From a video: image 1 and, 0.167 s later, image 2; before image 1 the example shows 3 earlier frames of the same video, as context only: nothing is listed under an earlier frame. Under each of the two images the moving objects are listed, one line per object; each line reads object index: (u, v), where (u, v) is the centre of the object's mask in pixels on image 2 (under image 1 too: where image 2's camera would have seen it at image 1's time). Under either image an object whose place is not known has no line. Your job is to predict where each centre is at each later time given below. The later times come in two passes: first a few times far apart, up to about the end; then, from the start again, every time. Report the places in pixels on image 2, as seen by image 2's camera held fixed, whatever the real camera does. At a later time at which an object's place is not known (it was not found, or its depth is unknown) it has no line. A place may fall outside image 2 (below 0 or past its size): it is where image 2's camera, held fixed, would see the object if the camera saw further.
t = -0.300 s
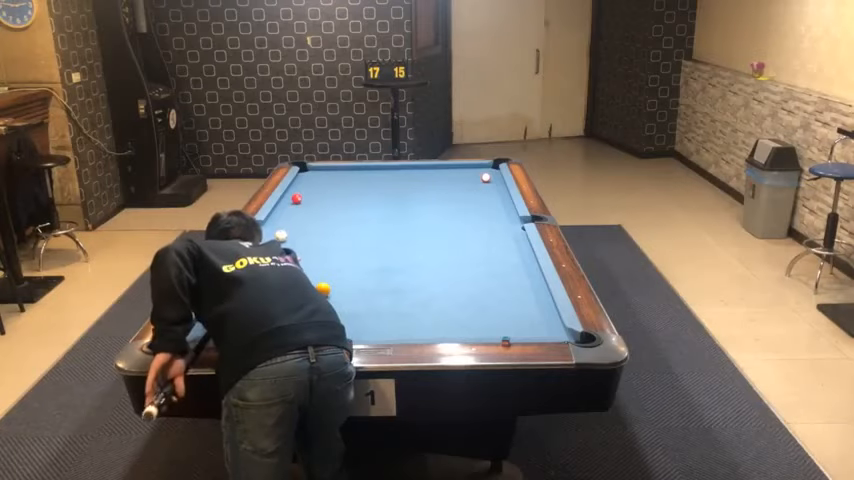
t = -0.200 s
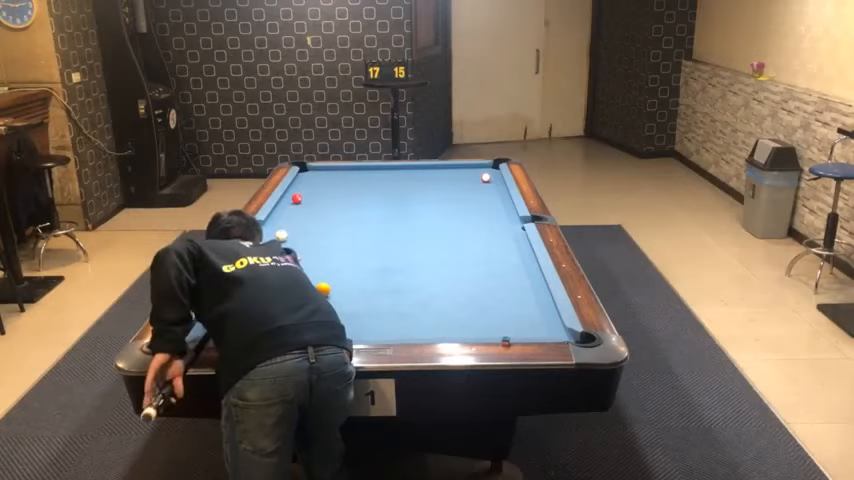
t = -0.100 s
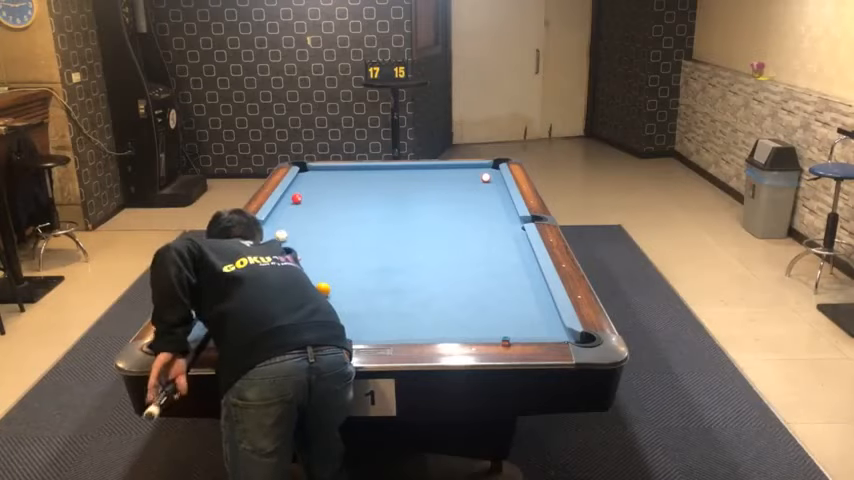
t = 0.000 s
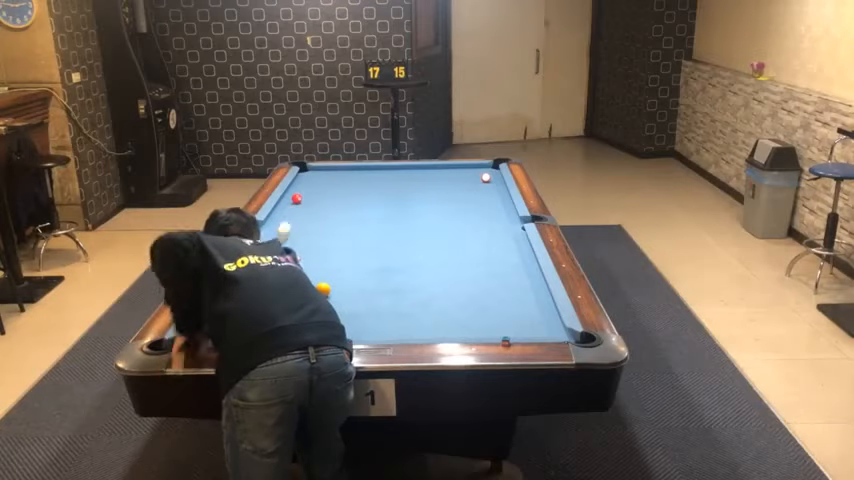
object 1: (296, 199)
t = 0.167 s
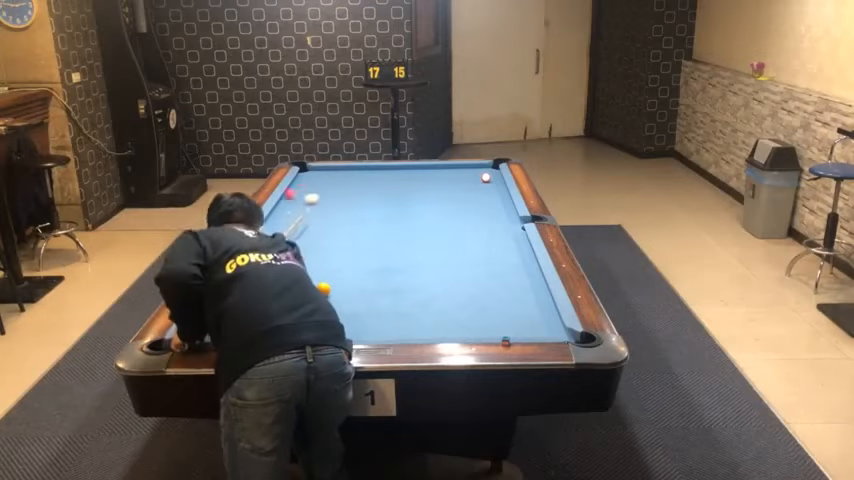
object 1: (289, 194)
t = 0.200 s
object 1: (292, 191)
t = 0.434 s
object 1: (335, 177)
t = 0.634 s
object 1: (362, 168)
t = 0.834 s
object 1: (387, 171)
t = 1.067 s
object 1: (418, 177)
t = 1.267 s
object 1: (445, 180)
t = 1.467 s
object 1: (473, 184)
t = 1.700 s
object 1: (501, 190)
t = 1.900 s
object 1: (487, 195)
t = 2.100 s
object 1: (473, 201)
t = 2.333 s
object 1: (456, 208)
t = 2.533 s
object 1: (441, 214)
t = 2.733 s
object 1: (427, 221)
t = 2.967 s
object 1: (409, 228)
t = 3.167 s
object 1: (393, 235)
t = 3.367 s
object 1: (377, 241)
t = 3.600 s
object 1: (358, 249)
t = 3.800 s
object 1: (343, 255)
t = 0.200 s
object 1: (292, 191)
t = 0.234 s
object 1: (299, 188)
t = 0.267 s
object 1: (307, 186)
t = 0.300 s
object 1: (314, 183)
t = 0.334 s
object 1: (319, 182)
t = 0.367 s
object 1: (325, 180)
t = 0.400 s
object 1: (330, 179)
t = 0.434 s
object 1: (335, 177)
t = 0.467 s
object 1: (339, 176)
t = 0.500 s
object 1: (344, 174)
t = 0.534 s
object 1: (348, 172)
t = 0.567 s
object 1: (353, 171)
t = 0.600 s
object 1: (357, 170)
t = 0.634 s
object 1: (362, 168)
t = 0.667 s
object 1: (365, 168)
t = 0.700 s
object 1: (370, 168)
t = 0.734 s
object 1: (374, 168)
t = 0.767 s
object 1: (378, 169)
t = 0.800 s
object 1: (382, 170)
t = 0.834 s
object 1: (387, 171)
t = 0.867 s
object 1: (391, 172)
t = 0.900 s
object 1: (396, 172)
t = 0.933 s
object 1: (400, 173)
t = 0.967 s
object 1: (404, 174)
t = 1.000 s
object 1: (409, 174)
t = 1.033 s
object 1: (413, 175)
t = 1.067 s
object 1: (418, 177)
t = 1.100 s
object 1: (422, 177)
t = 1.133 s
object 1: (427, 177)
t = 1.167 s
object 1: (432, 178)
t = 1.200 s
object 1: (436, 179)
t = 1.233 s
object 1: (441, 180)
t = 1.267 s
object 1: (445, 180)
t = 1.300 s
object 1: (449, 180)
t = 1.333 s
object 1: (455, 181)
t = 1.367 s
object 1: (459, 182)
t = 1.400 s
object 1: (464, 183)
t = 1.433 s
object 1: (469, 184)
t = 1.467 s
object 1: (473, 184)
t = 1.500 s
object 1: (478, 185)
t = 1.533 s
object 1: (483, 186)
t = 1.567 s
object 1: (489, 187)
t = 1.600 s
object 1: (493, 188)
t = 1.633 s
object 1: (498, 188)
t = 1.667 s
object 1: (502, 189)
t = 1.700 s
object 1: (501, 190)
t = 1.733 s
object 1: (498, 191)
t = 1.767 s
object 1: (497, 192)
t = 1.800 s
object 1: (494, 193)
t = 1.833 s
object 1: (491, 194)
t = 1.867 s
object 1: (489, 195)
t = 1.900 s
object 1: (487, 195)
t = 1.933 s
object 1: (484, 197)
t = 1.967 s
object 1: (482, 197)
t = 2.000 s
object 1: (480, 198)
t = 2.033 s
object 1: (478, 199)
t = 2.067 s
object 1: (475, 200)
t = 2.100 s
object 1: (473, 201)
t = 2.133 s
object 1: (471, 202)
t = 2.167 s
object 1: (468, 203)
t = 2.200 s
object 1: (466, 204)
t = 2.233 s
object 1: (463, 205)
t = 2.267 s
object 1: (461, 206)
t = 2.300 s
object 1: (459, 207)
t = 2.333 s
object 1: (456, 208)
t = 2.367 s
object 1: (454, 209)
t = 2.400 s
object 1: (451, 210)
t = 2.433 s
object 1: (449, 211)
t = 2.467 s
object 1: (446, 212)
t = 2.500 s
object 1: (444, 213)
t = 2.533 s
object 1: (441, 214)
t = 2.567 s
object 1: (439, 216)
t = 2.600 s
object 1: (437, 216)
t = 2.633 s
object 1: (434, 217)
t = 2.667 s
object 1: (432, 218)
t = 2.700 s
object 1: (429, 219)
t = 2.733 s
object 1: (427, 221)
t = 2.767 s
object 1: (424, 222)
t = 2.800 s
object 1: (422, 223)
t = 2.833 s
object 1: (419, 223)
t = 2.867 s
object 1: (417, 225)
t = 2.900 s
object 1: (414, 226)
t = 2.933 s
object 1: (412, 227)
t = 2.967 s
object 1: (409, 228)
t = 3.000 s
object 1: (406, 230)
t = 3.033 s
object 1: (404, 231)
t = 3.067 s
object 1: (401, 231)
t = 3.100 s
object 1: (399, 232)
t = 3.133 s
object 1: (396, 234)
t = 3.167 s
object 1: (393, 235)
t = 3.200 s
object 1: (391, 236)
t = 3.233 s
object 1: (388, 237)
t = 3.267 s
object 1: (385, 238)
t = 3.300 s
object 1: (383, 239)
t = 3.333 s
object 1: (380, 240)
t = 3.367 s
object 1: (377, 241)
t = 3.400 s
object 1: (374, 242)
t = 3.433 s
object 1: (372, 243)
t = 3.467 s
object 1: (369, 245)
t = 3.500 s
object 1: (366, 246)
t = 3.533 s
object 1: (363, 247)
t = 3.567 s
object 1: (361, 248)
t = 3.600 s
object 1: (358, 249)
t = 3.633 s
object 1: (355, 250)
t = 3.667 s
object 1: (352, 251)
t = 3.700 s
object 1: (350, 252)
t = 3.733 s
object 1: (347, 253)
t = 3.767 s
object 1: (345, 254)
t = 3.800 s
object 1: (343, 255)
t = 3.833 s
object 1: (341, 255)
